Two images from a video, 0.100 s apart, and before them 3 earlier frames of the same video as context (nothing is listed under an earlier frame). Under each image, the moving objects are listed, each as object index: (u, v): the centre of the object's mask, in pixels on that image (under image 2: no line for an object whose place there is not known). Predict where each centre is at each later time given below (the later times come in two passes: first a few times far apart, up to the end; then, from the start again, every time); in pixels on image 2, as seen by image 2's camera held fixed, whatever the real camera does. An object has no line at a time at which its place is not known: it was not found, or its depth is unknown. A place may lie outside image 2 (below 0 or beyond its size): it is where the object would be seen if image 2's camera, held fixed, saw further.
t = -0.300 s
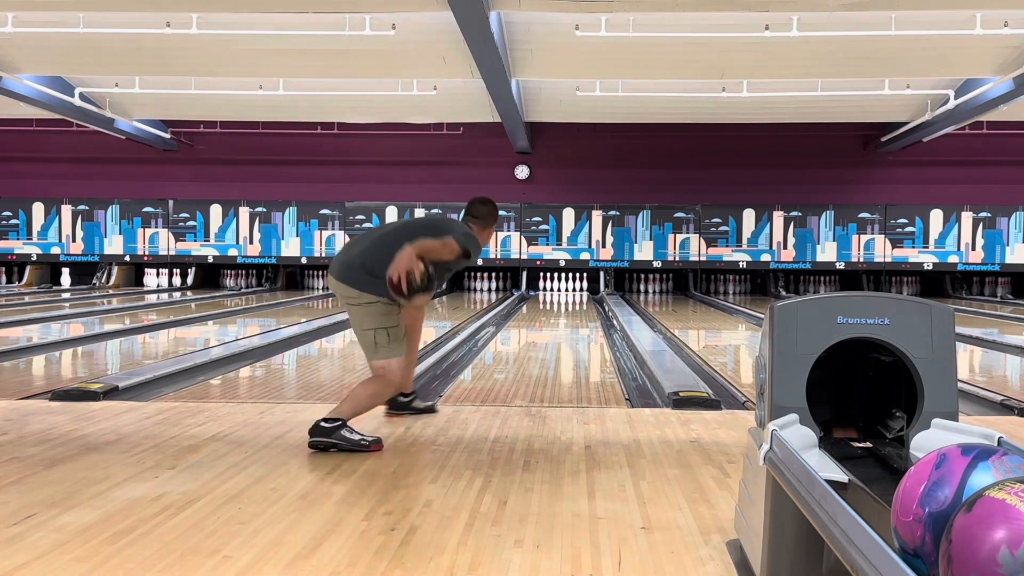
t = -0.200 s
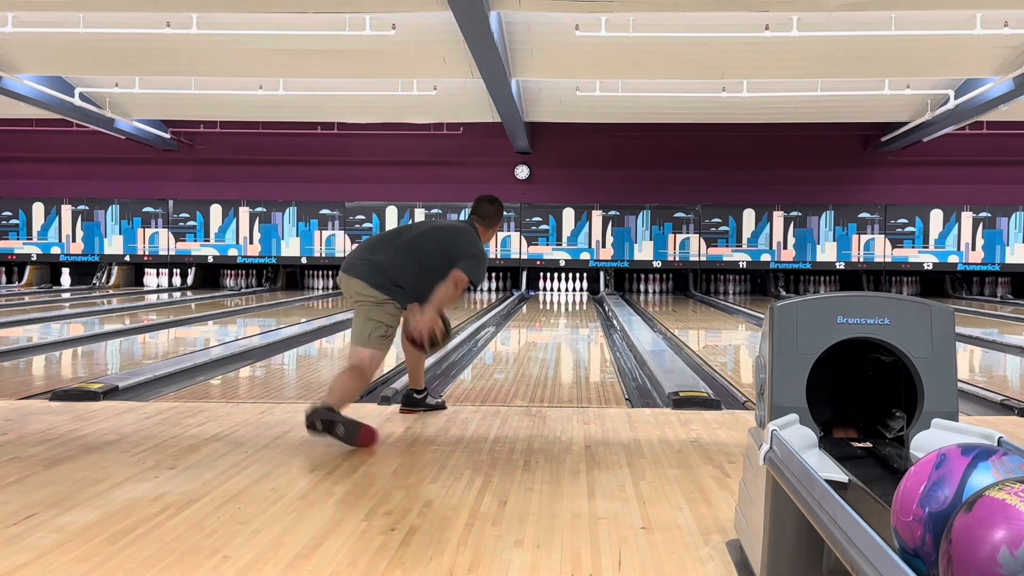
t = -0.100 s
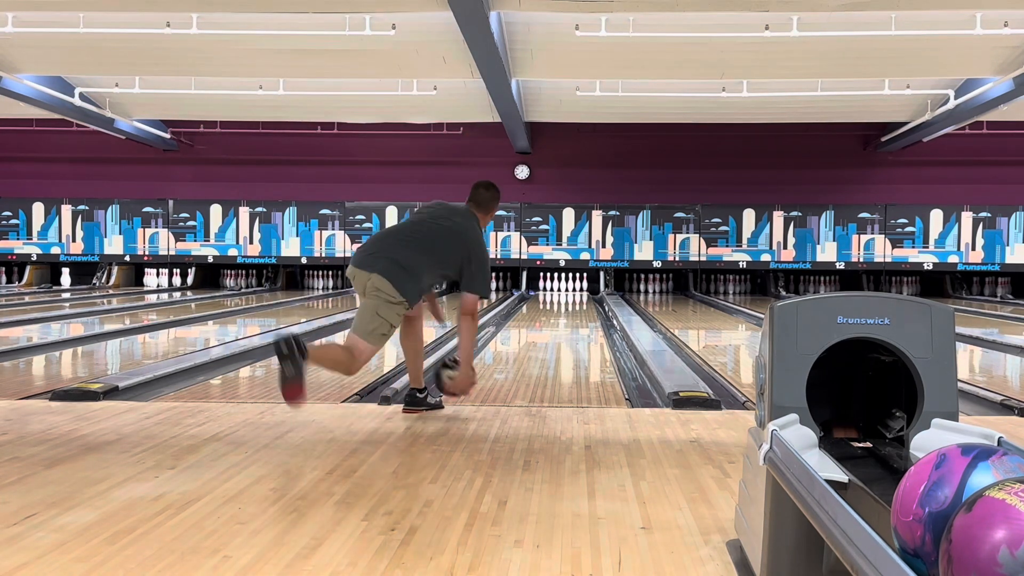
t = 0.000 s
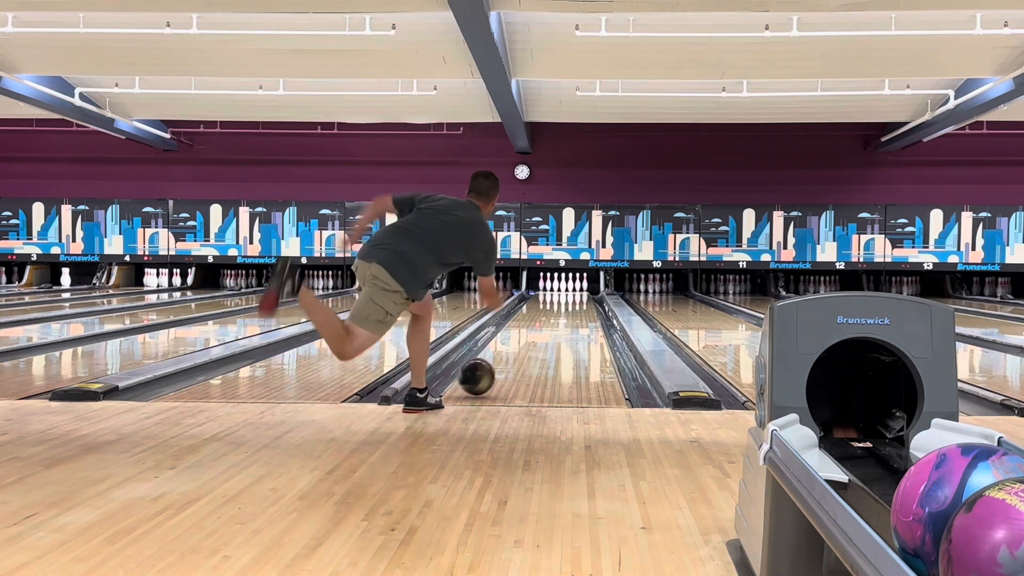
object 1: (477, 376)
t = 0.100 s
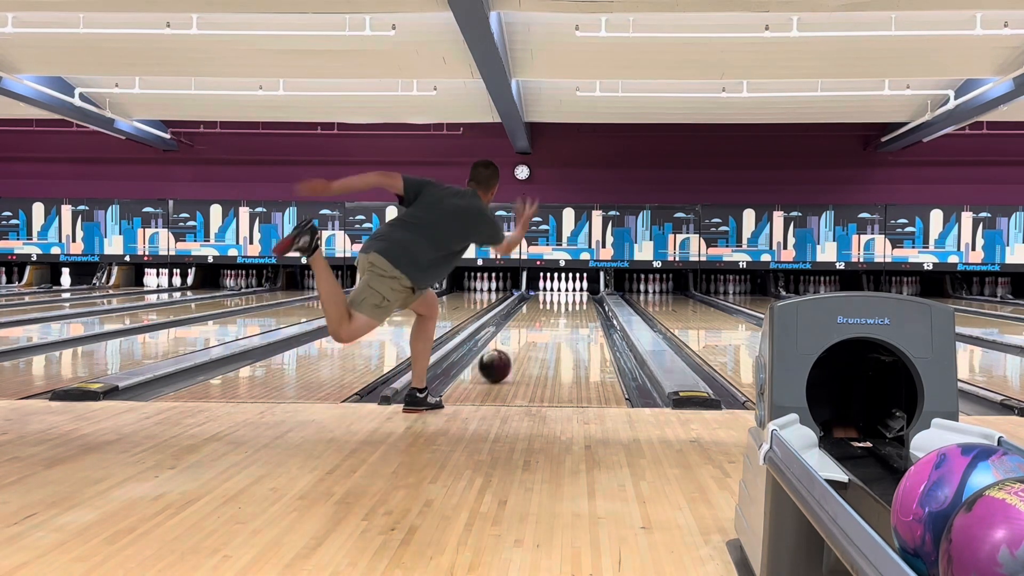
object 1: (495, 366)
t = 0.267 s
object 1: (518, 349)
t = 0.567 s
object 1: (545, 328)
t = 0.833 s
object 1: (561, 316)
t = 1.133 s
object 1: (572, 307)
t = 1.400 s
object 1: (579, 301)
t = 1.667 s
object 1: (583, 296)
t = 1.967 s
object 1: (581, 292)
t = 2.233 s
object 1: (574, 289)
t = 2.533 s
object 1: (569, 286)
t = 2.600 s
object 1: (570, 285)
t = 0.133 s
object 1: (500, 362)
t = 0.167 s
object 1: (504, 359)
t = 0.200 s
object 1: (509, 355)
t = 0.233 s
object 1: (514, 352)
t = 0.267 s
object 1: (518, 349)
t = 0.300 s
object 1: (521, 347)
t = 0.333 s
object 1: (525, 344)
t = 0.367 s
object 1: (528, 341)
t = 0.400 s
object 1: (531, 339)
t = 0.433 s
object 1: (534, 336)
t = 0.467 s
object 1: (537, 334)
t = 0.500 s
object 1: (540, 332)
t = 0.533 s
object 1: (542, 330)
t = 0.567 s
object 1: (545, 328)
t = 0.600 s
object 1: (547, 327)
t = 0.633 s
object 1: (549, 325)
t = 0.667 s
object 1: (551, 323)
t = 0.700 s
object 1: (554, 321)
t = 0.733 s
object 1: (555, 320)
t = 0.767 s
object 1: (557, 319)
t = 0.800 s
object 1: (559, 317)
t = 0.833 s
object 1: (561, 316)
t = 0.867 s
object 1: (562, 315)
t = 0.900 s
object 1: (564, 314)
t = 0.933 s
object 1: (565, 313)
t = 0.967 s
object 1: (566, 312)
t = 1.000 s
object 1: (568, 311)
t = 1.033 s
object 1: (569, 310)
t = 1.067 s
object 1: (570, 309)
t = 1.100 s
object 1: (571, 308)
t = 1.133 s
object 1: (572, 307)
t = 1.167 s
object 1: (574, 306)
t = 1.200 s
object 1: (575, 305)
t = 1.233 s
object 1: (575, 304)
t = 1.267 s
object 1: (576, 304)
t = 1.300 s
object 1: (577, 303)
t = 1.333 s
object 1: (578, 302)
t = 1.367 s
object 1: (579, 302)
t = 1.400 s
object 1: (579, 301)
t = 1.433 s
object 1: (581, 300)
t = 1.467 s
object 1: (581, 300)
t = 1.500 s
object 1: (581, 299)
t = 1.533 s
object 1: (582, 298)
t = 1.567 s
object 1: (582, 298)
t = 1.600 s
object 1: (582, 297)
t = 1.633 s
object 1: (583, 297)
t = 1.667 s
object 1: (583, 296)
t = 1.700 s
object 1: (583, 296)
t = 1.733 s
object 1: (583, 295)
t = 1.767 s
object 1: (583, 294)
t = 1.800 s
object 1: (583, 294)
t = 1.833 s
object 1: (583, 294)
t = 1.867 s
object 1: (583, 293)
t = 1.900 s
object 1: (582, 293)
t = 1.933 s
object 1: (582, 292)
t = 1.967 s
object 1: (581, 292)
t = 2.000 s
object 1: (581, 291)
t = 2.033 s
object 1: (580, 291)
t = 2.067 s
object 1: (579, 291)
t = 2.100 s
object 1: (578, 290)
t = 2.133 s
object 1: (577, 290)
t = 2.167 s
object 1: (576, 289)
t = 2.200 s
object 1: (575, 289)
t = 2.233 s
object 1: (574, 289)
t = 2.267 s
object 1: (573, 289)
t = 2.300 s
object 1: (572, 288)
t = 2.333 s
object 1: (570, 287)
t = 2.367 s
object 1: (570, 287)
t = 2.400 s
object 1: (569, 287)
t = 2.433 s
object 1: (570, 286)
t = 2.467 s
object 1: (570, 286)
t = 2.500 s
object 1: (570, 286)
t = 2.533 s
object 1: (569, 286)
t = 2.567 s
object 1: (567, 286)
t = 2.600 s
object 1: (570, 285)
